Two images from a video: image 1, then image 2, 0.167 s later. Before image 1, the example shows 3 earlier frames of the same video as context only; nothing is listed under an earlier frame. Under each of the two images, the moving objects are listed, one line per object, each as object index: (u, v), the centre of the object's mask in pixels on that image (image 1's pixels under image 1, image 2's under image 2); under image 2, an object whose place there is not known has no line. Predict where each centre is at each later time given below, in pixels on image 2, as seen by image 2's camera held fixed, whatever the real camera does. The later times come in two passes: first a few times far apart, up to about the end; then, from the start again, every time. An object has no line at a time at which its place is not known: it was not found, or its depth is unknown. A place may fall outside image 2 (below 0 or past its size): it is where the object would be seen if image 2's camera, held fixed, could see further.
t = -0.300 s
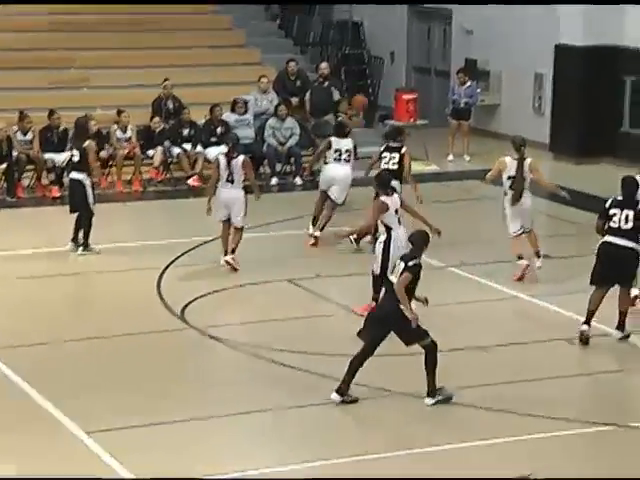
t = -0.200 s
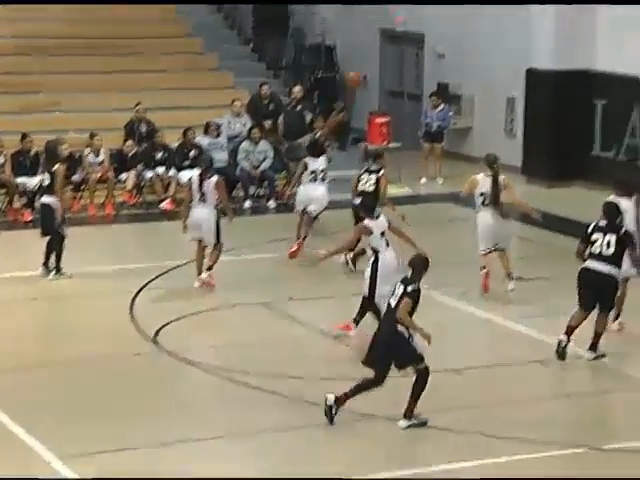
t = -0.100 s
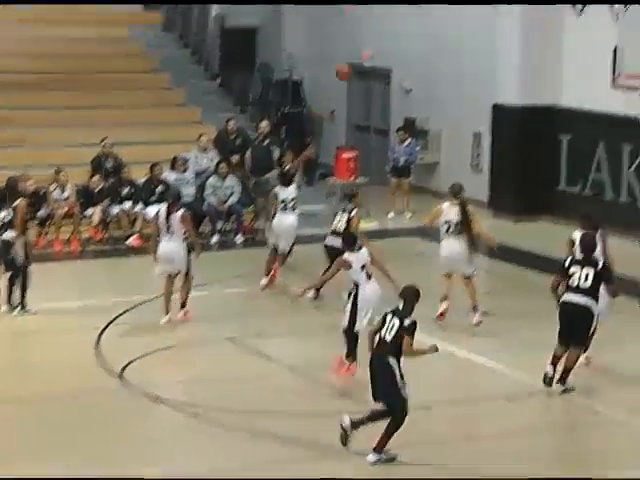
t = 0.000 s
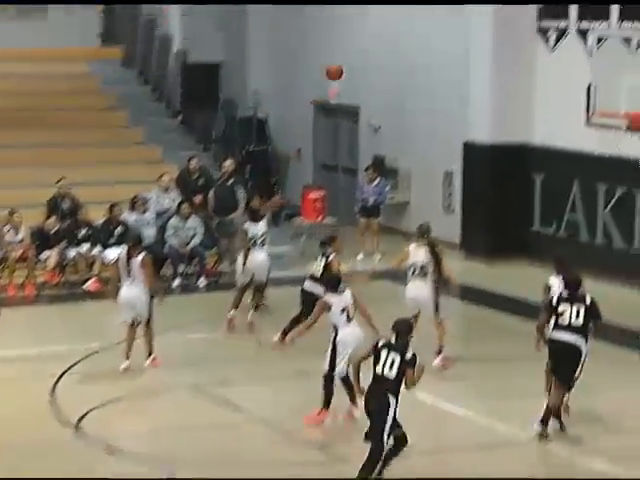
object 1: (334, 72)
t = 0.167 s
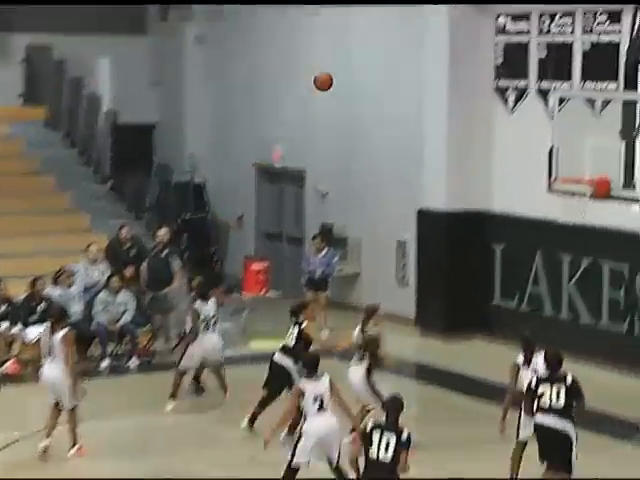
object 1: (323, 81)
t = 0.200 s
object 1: (332, 73)
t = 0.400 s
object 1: (389, 45)
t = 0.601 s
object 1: (449, 48)
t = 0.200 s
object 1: (332, 73)
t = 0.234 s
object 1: (341, 66)
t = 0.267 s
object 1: (350, 60)
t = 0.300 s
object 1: (360, 55)
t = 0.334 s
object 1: (369, 50)
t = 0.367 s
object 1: (379, 47)
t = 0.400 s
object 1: (389, 45)
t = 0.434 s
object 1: (399, 43)
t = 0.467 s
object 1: (408, 42)
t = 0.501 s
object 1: (419, 42)
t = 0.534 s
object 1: (429, 44)
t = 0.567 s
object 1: (438, 45)
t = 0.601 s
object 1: (449, 48)
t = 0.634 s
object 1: (459, 53)
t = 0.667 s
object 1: (469, 57)
